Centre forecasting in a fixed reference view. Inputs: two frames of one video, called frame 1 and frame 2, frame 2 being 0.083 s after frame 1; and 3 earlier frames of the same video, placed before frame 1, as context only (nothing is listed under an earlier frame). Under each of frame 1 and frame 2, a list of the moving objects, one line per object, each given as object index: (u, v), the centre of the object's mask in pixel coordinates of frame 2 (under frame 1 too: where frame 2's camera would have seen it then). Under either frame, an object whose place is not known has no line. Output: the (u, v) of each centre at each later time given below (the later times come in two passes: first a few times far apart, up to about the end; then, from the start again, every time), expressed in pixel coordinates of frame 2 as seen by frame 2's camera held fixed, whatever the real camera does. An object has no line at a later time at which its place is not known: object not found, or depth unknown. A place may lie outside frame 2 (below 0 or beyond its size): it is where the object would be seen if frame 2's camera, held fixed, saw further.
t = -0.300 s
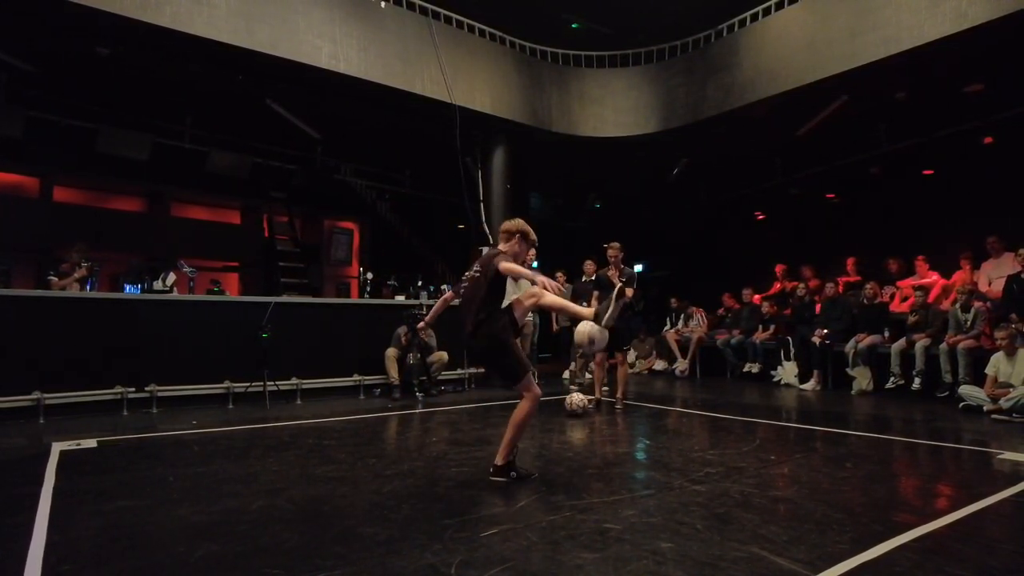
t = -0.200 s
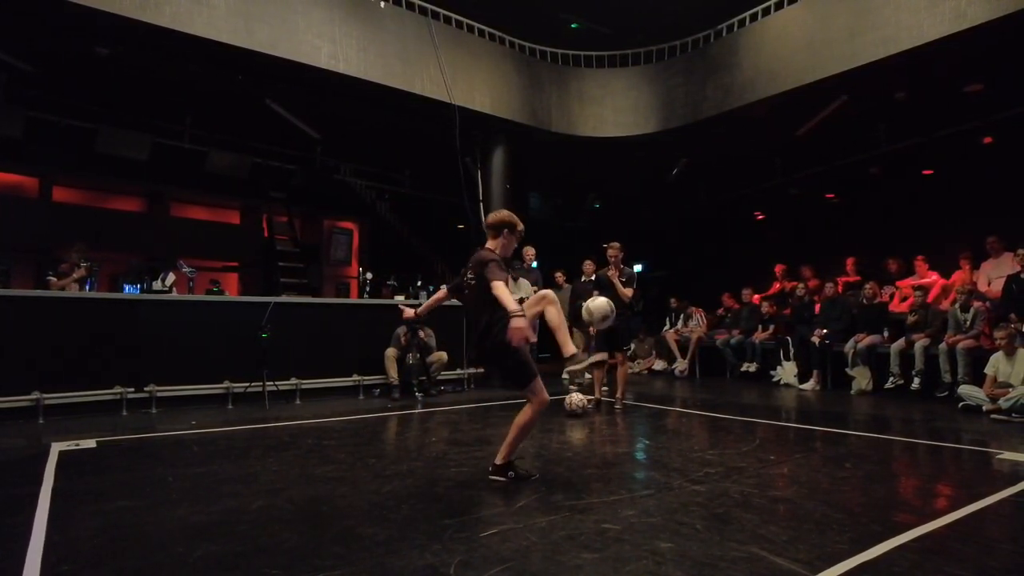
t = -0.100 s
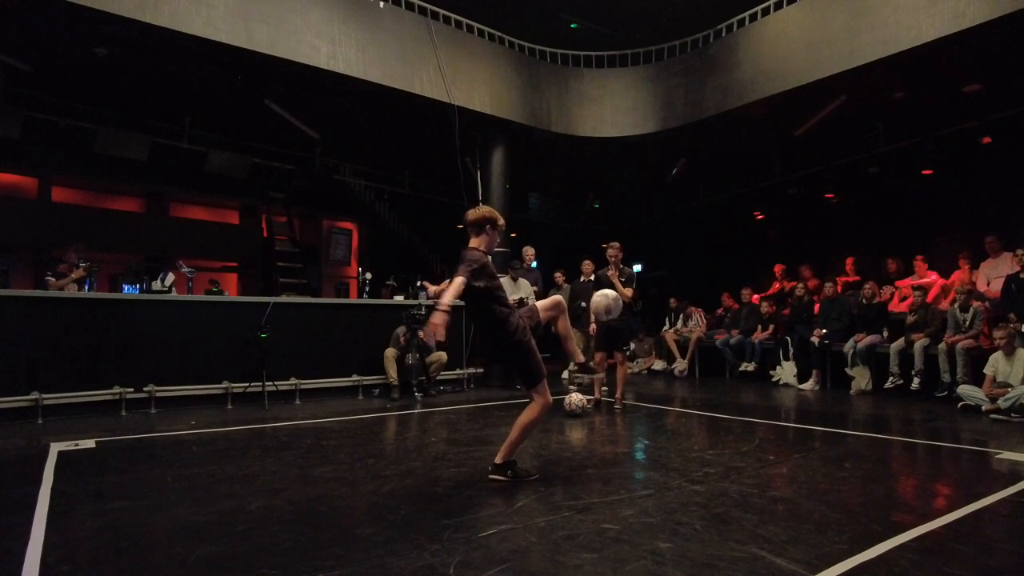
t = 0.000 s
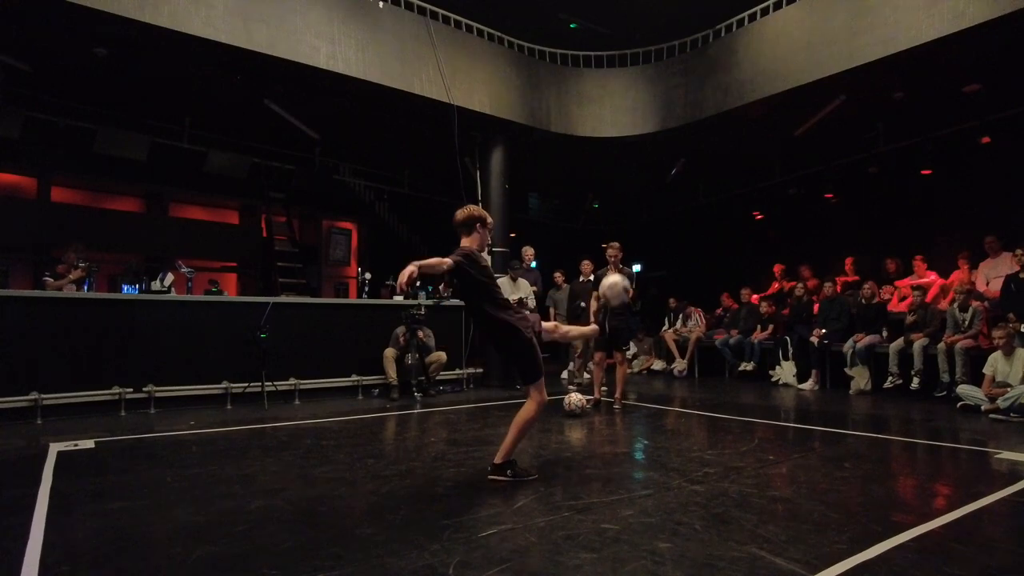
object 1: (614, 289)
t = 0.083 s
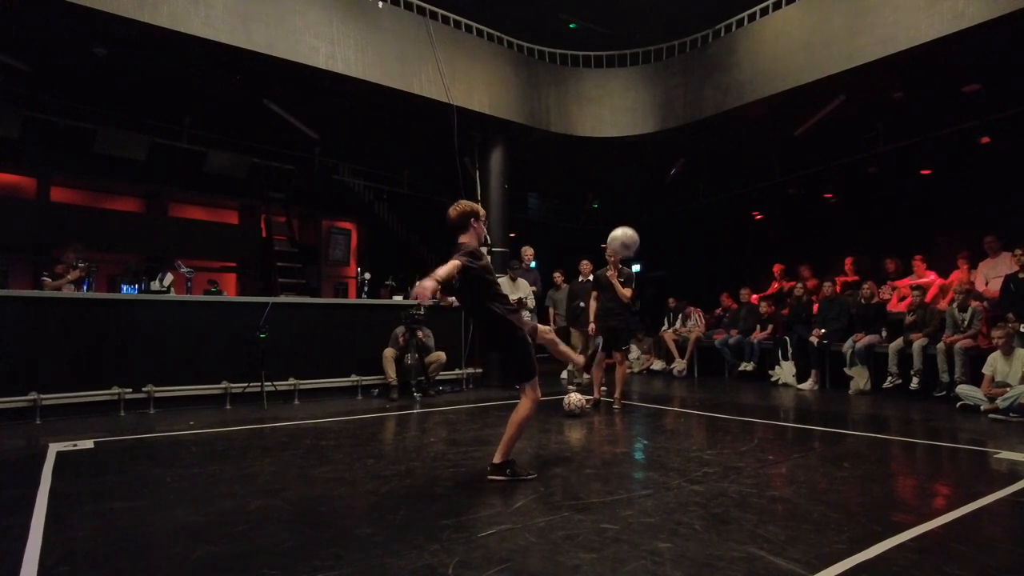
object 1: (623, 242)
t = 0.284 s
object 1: (646, 164)
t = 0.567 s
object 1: (685, 146)
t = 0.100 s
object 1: (625, 234)
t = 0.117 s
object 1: (627, 226)
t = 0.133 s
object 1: (629, 218)
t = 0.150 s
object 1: (631, 211)
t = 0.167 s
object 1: (632, 204)
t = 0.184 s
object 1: (634, 197)
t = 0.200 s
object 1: (636, 191)
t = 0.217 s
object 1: (638, 185)
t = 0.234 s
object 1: (640, 179)
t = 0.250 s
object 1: (642, 173)
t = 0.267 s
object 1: (644, 169)
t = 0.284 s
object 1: (646, 164)
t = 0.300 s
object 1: (648, 159)
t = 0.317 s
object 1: (650, 155)
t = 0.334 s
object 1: (653, 152)
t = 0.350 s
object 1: (655, 149)
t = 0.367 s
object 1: (657, 146)
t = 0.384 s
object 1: (660, 144)
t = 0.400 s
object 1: (662, 142)
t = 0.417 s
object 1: (664, 140)
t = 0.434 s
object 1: (666, 139)
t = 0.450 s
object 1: (668, 138)
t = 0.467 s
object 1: (671, 138)
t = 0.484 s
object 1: (673, 138)
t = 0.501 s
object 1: (675, 139)
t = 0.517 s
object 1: (678, 140)
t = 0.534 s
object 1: (680, 141)
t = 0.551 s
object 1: (683, 143)
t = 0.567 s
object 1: (685, 146)
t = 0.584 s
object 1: (688, 148)
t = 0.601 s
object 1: (690, 152)
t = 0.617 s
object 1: (693, 155)
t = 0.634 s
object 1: (695, 159)
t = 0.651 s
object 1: (698, 164)
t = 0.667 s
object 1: (701, 169)
